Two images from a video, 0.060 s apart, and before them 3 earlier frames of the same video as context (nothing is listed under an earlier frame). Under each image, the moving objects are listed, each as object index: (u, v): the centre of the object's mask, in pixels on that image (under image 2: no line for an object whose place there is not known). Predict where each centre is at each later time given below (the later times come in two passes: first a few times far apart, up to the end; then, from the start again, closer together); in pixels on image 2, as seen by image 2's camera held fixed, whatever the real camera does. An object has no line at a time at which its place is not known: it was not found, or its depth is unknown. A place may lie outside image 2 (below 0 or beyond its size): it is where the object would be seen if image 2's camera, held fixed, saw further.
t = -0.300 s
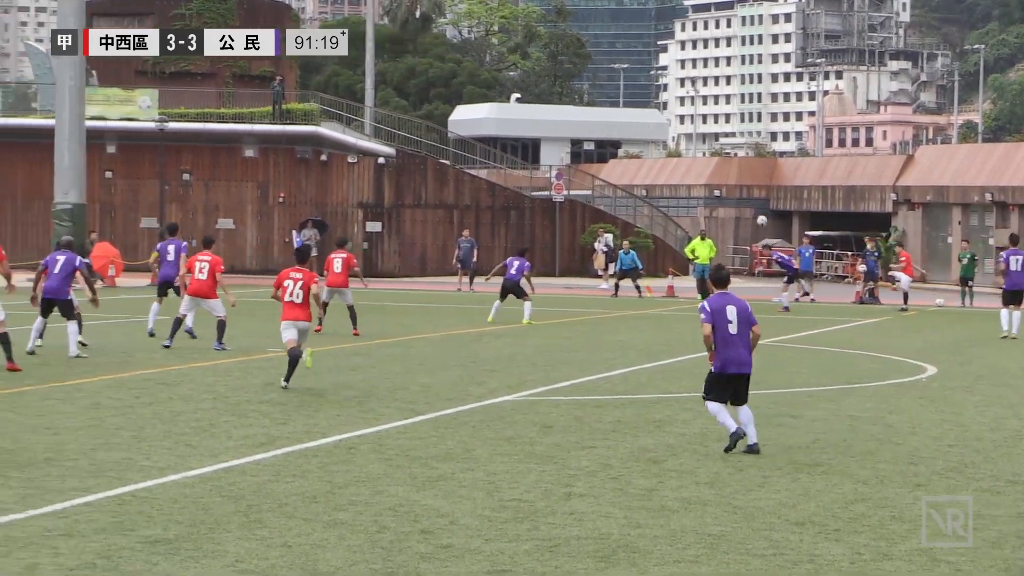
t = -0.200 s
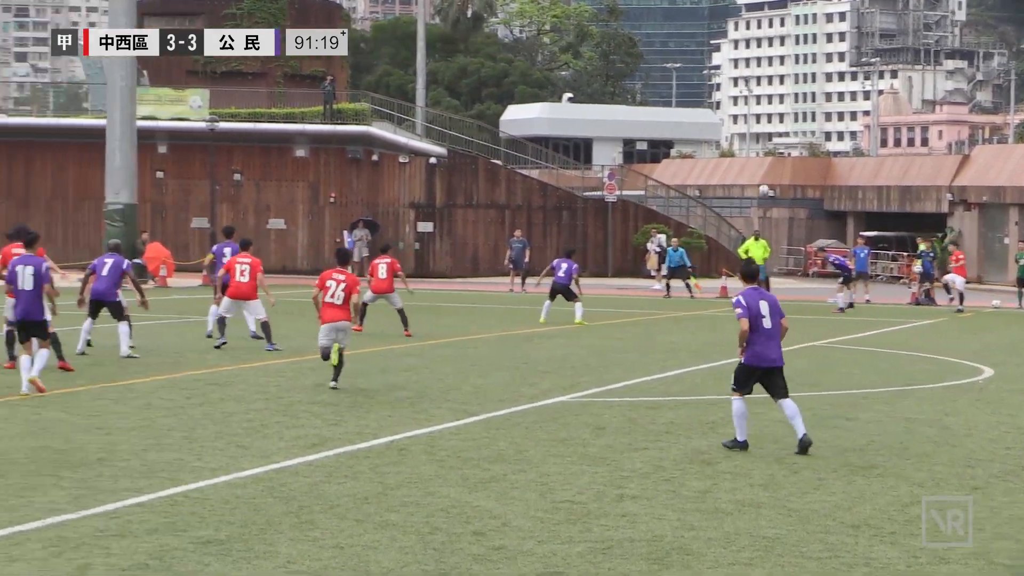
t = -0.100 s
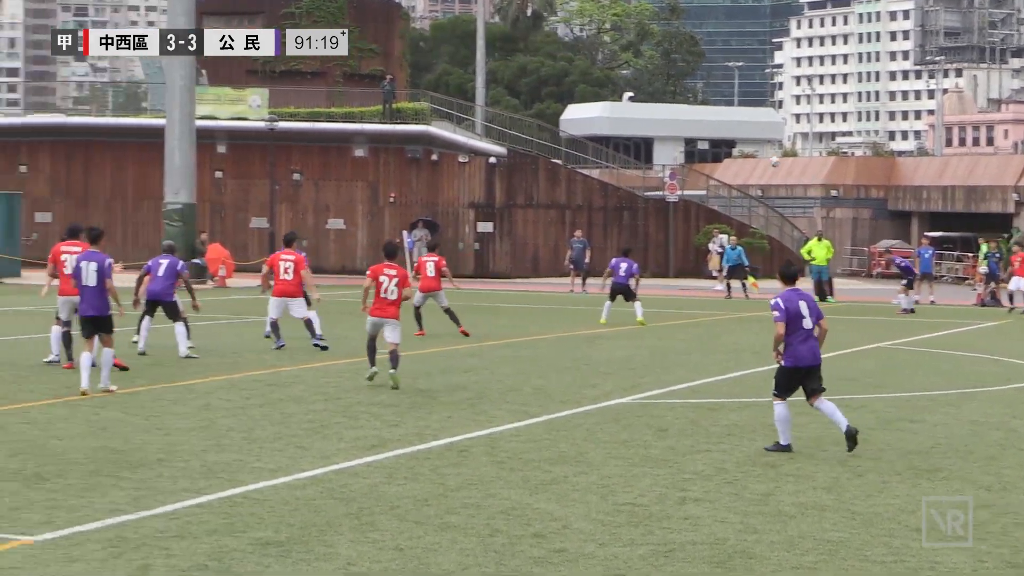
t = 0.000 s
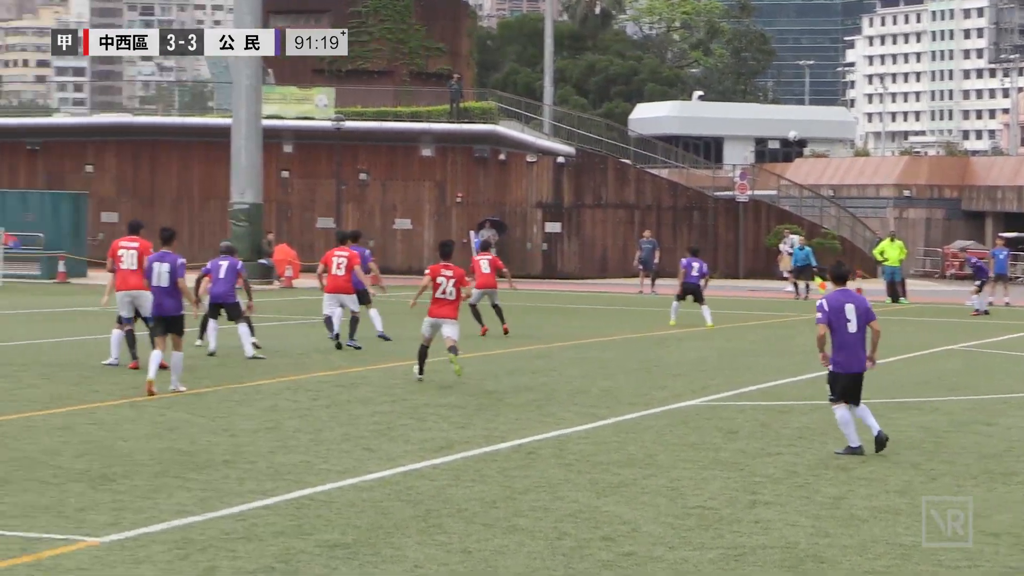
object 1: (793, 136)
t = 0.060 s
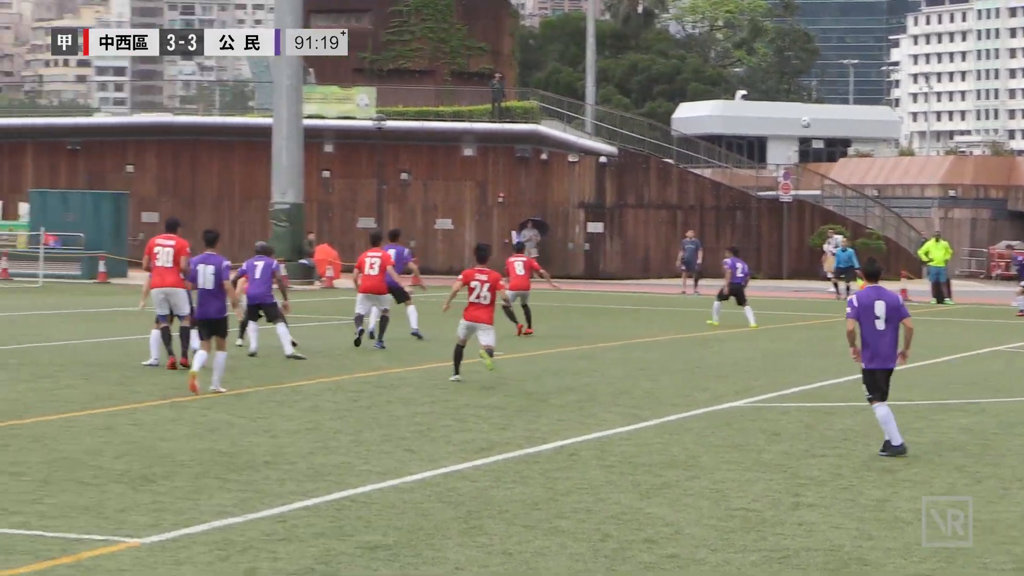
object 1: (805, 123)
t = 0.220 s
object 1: (721, 94)
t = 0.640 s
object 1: (499, 70)
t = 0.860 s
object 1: (378, 93)
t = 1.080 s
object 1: (249, 151)
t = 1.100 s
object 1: (237, 158)
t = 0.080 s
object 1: (795, 119)
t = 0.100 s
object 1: (785, 115)
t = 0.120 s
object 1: (774, 111)
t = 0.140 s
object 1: (764, 107)
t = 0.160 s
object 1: (753, 103)
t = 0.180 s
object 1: (742, 98)
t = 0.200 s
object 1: (731, 96)
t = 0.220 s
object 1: (721, 94)
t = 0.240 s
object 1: (711, 91)
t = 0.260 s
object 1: (700, 88)
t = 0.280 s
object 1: (690, 85)
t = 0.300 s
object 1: (679, 83)
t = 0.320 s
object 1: (669, 81)
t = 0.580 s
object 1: (531, 68)
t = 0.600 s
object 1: (520, 68)
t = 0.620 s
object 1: (510, 68)
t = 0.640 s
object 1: (499, 70)
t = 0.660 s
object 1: (488, 70)
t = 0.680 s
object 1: (477, 72)
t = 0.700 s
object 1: (467, 73)
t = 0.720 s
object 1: (456, 75)
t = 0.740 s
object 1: (445, 77)
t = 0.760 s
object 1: (434, 79)
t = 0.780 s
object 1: (422, 81)
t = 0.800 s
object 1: (411, 84)
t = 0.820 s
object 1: (400, 87)
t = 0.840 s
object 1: (389, 90)
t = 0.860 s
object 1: (378, 93)
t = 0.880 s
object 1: (366, 98)
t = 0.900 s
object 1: (355, 102)
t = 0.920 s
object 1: (343, 106)
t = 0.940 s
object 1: (332, 111)
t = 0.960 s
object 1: (321, 115)
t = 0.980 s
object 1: (308, 121)
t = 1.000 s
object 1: (297, 126)
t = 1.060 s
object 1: (261, 144)
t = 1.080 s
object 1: (249, 151)
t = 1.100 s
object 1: (237, 158)
